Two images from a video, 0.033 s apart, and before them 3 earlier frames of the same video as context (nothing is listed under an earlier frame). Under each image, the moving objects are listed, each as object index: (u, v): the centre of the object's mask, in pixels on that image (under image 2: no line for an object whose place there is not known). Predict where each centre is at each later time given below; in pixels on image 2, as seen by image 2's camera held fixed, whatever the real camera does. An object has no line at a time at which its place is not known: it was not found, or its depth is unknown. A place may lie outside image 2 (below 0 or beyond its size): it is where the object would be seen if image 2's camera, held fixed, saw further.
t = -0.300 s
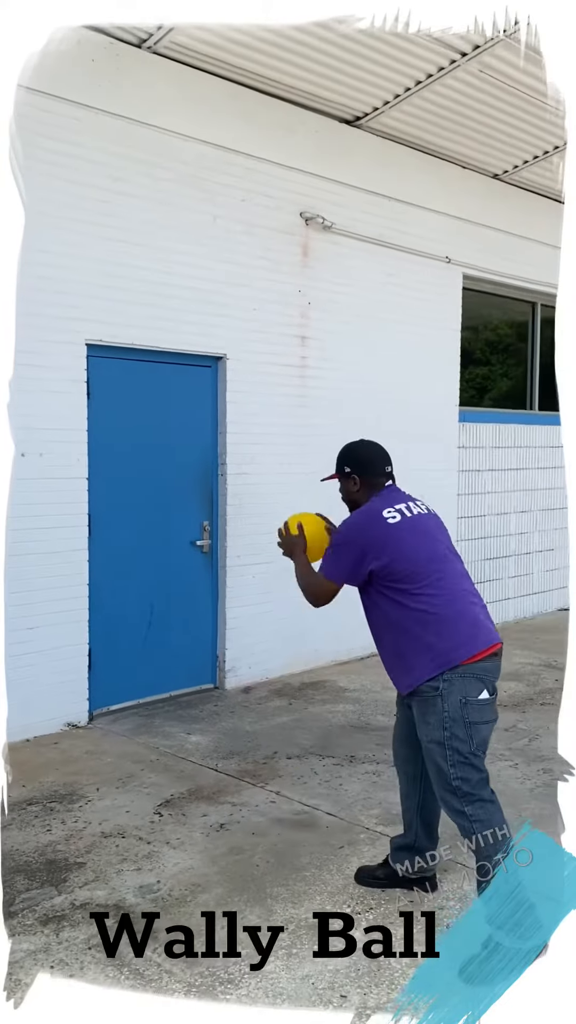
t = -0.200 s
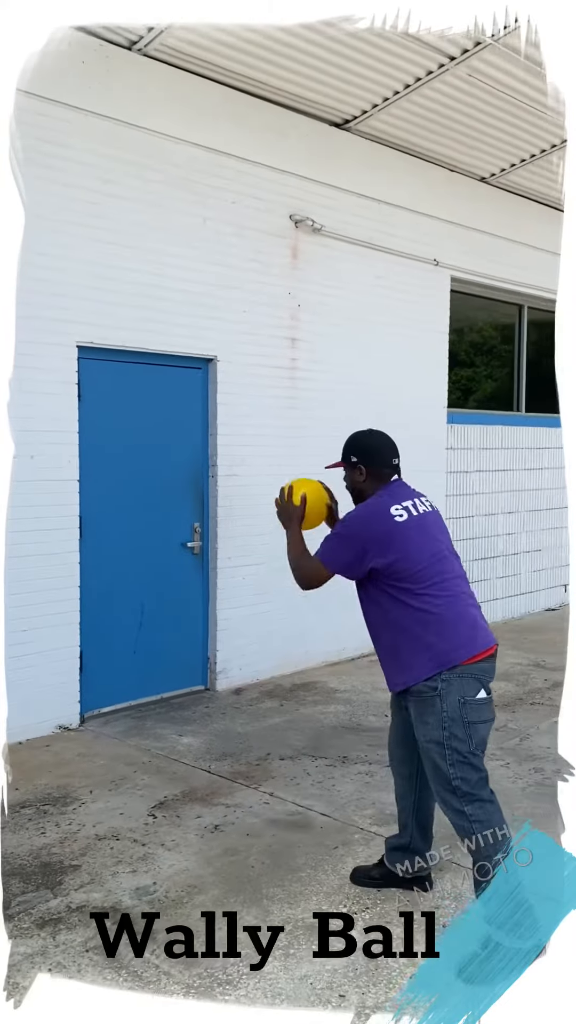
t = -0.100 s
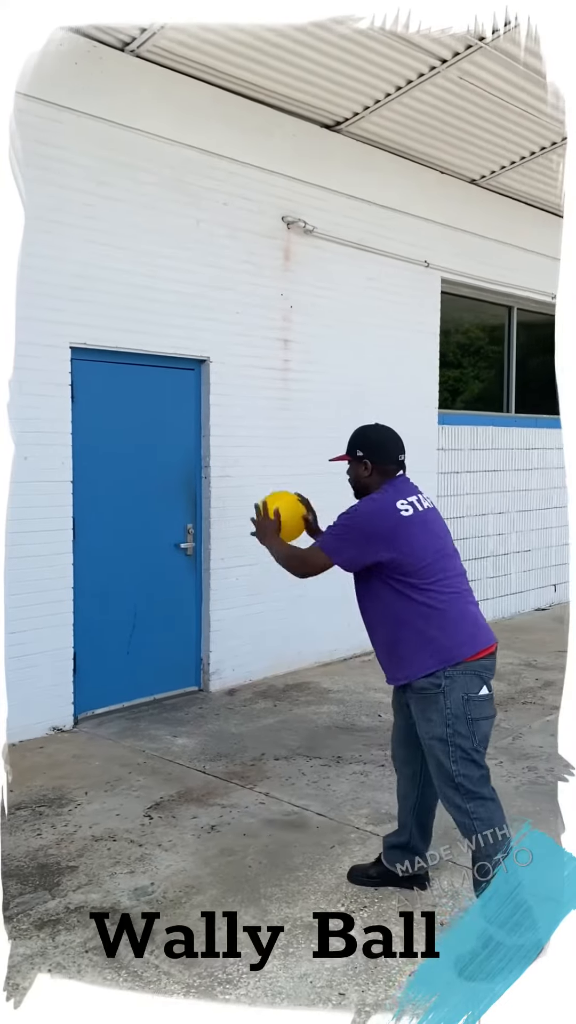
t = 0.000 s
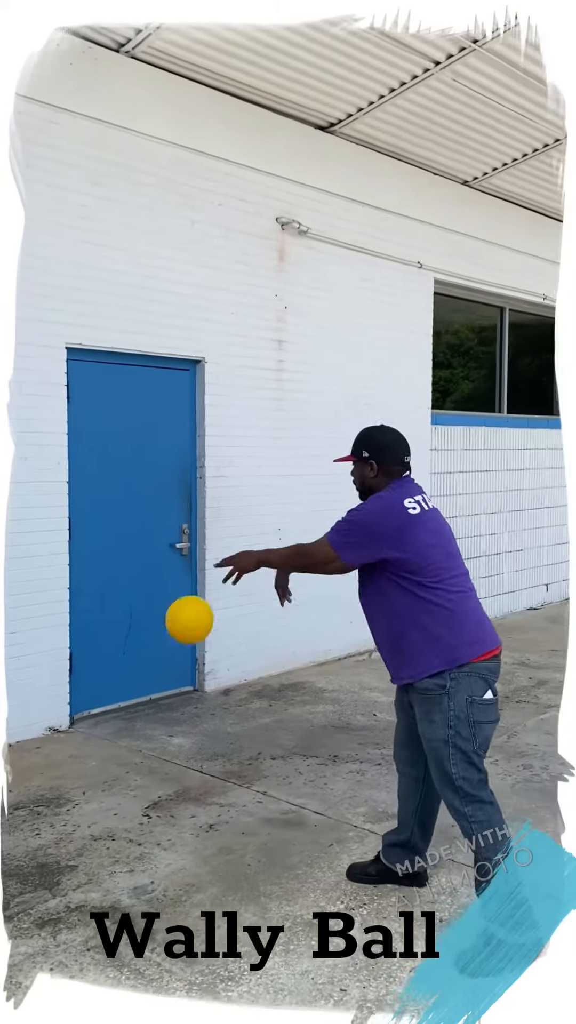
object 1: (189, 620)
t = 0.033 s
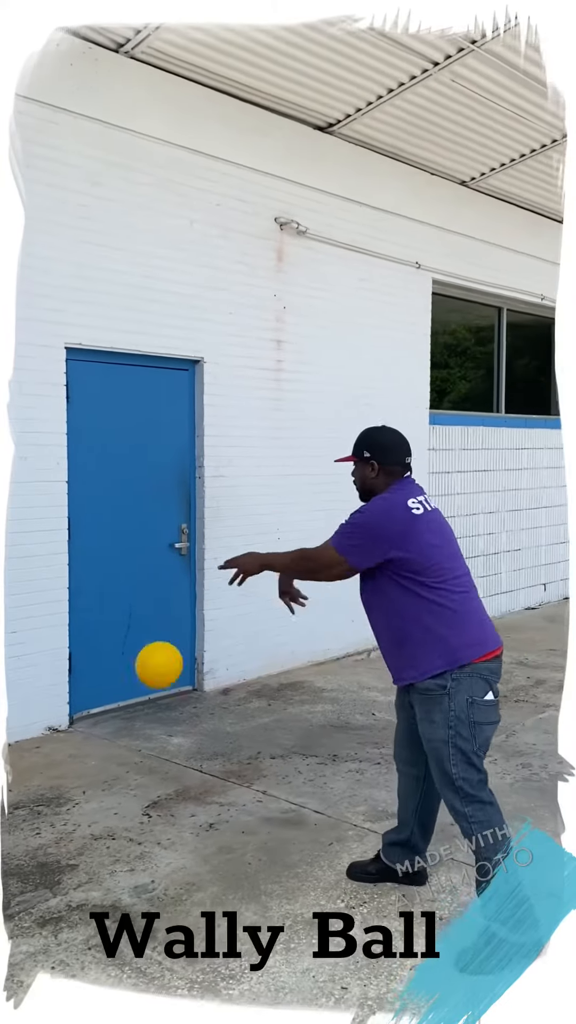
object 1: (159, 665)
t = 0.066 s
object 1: (131, 710)
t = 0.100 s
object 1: (106, 756)
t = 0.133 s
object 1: (90, 767)
